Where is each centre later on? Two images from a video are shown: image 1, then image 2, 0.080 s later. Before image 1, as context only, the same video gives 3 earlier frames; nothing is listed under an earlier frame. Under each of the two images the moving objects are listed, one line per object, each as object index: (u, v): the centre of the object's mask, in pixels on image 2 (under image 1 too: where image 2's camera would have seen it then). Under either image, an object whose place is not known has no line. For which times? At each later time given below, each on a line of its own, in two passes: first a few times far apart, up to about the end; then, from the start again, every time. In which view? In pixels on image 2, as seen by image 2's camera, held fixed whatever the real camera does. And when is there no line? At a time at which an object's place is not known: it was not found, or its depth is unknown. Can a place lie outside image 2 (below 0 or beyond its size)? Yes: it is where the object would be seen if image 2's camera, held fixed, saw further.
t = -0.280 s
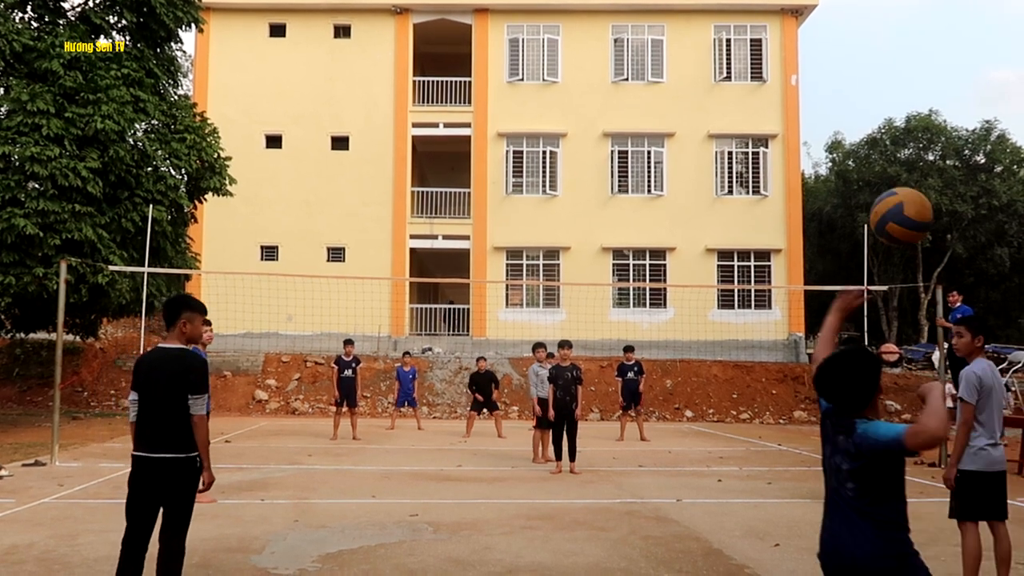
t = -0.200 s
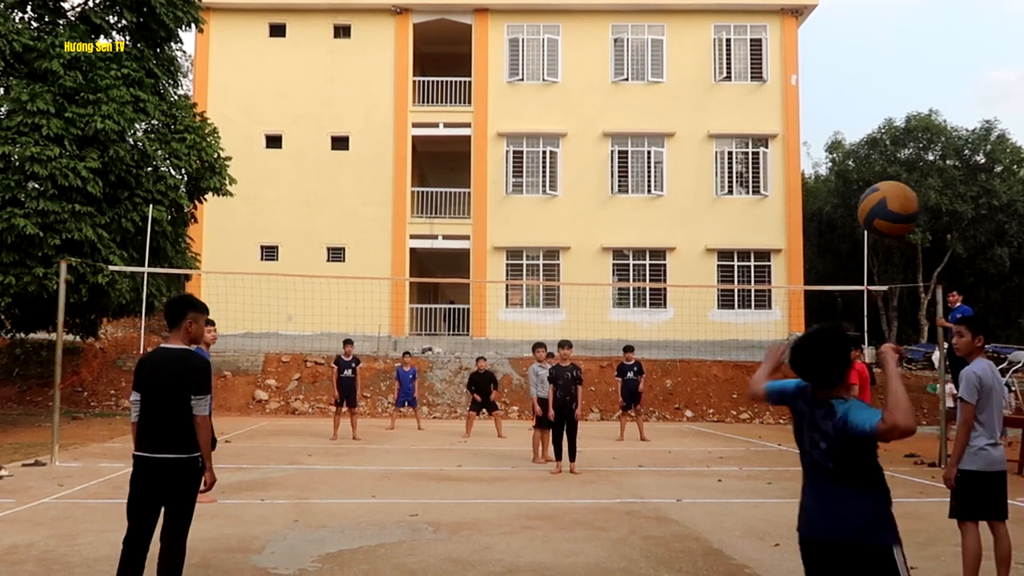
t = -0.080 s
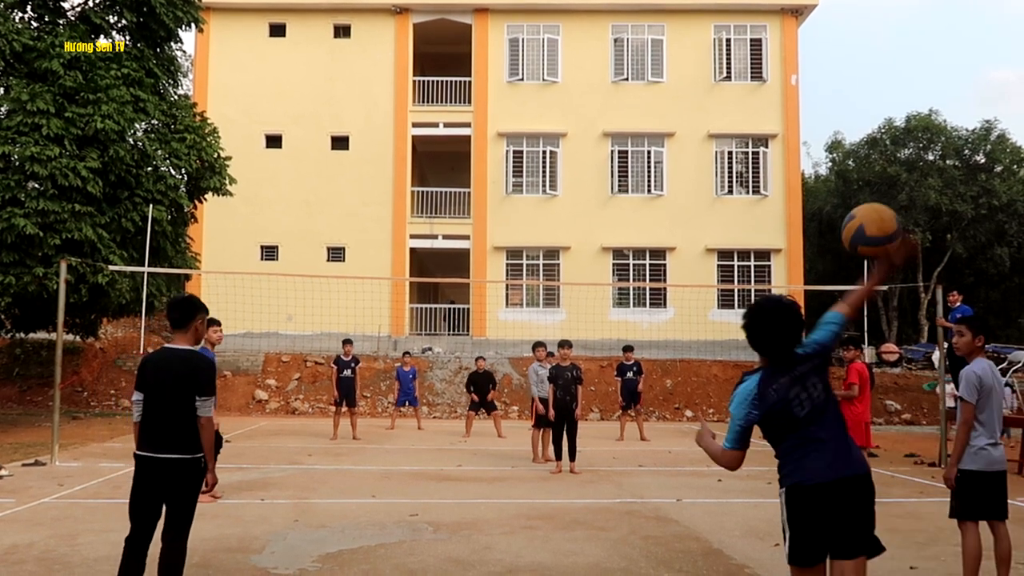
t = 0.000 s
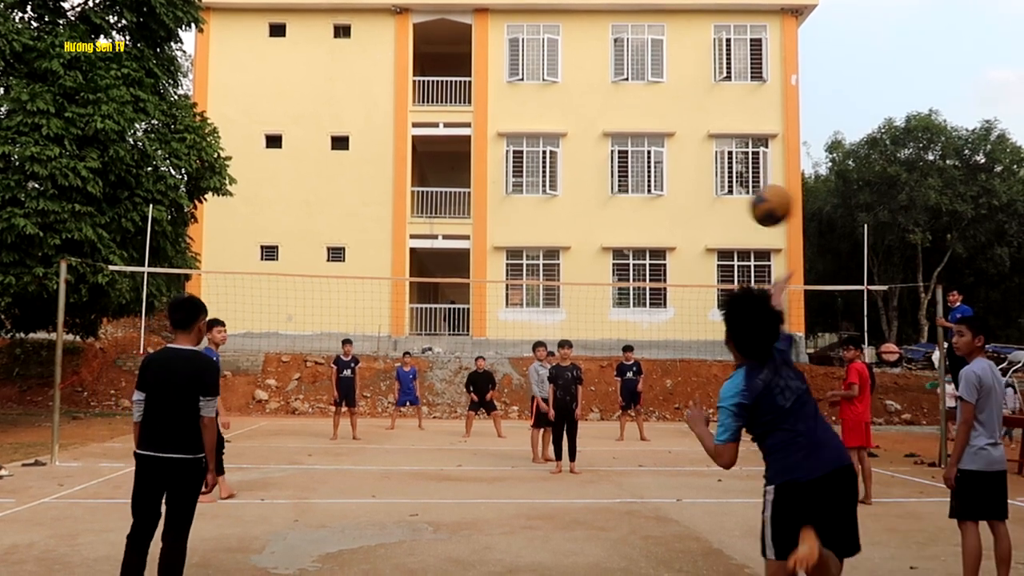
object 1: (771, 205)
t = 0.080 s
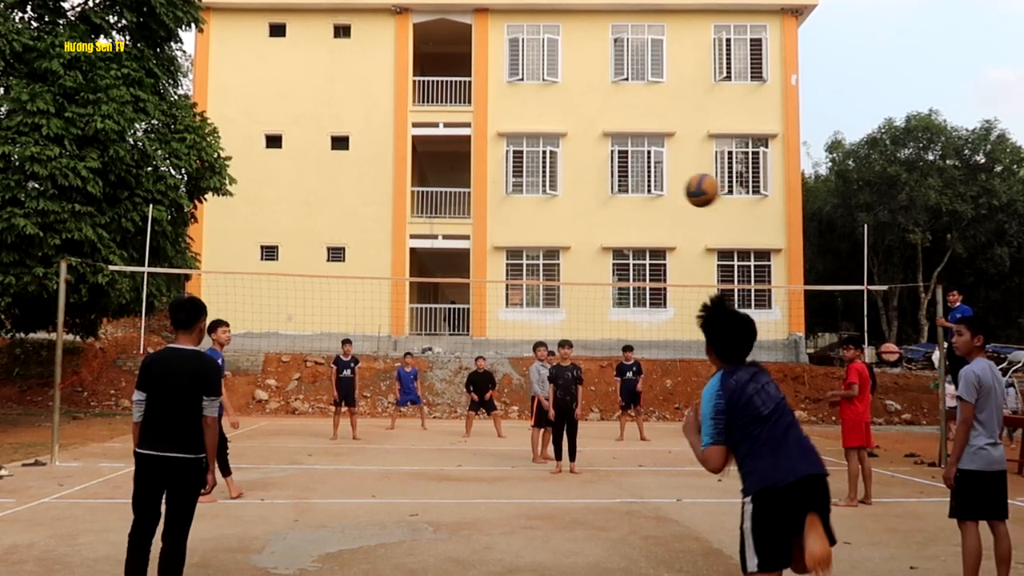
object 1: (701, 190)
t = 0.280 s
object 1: (611, 190)
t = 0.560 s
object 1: (553, 224)
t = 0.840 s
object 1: (518, 276)
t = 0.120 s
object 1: (677, 186)
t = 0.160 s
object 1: (657, 186)
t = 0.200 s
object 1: (638, 186)
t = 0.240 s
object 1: (623, 188)
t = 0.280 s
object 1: (611, 190)
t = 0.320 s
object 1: (600, 193)
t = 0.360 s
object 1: (590, 197)
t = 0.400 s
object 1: (581, 202)
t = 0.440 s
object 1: (573, 206)
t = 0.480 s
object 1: (566, 212)
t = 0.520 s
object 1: (559, 218)
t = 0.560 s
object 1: (553, 224)
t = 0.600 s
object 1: (546, 231)
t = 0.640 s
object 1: (541, 238)
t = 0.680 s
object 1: (536, 245)
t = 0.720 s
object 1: (532, 253)
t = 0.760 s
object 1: (528, 261)
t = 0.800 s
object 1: (524, 269)
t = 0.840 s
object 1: (518, 276)
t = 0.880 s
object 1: (515, 289)
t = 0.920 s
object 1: (514, 296)
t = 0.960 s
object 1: (511, 305)
